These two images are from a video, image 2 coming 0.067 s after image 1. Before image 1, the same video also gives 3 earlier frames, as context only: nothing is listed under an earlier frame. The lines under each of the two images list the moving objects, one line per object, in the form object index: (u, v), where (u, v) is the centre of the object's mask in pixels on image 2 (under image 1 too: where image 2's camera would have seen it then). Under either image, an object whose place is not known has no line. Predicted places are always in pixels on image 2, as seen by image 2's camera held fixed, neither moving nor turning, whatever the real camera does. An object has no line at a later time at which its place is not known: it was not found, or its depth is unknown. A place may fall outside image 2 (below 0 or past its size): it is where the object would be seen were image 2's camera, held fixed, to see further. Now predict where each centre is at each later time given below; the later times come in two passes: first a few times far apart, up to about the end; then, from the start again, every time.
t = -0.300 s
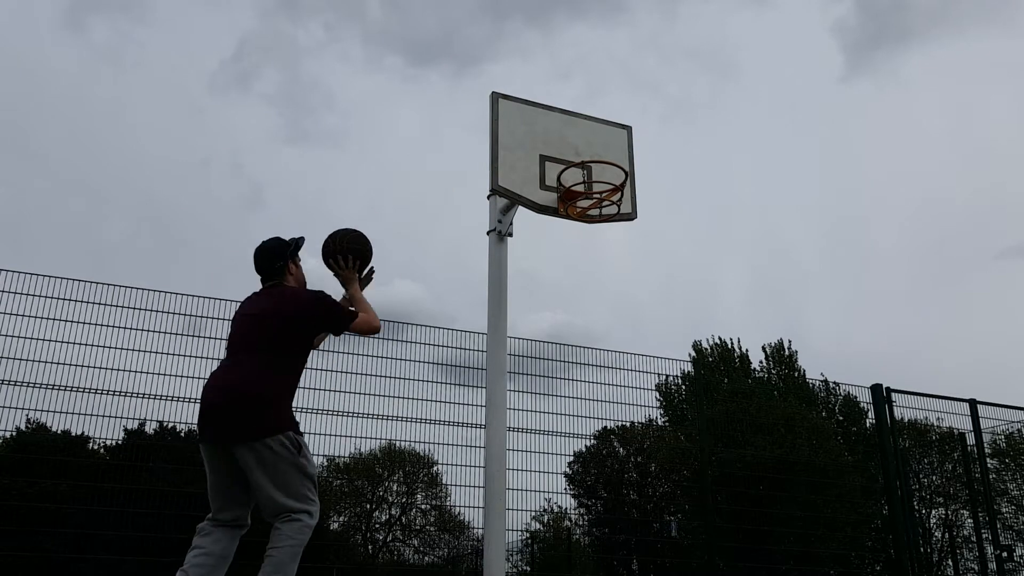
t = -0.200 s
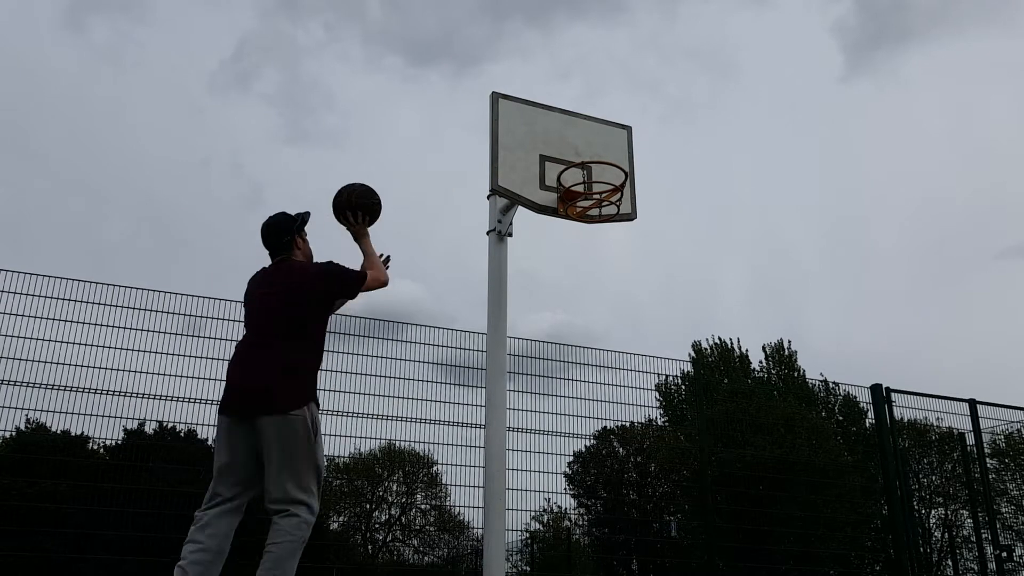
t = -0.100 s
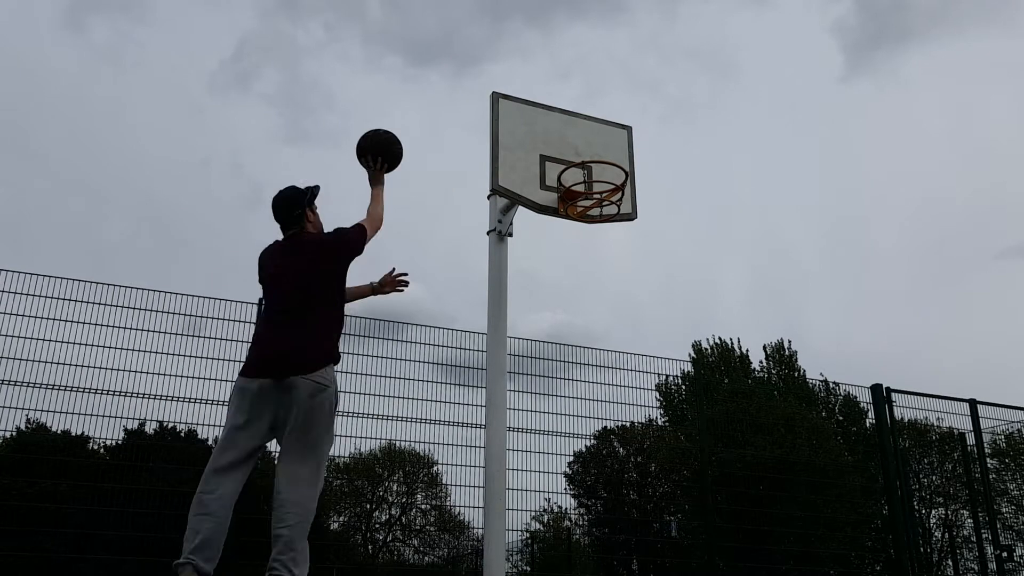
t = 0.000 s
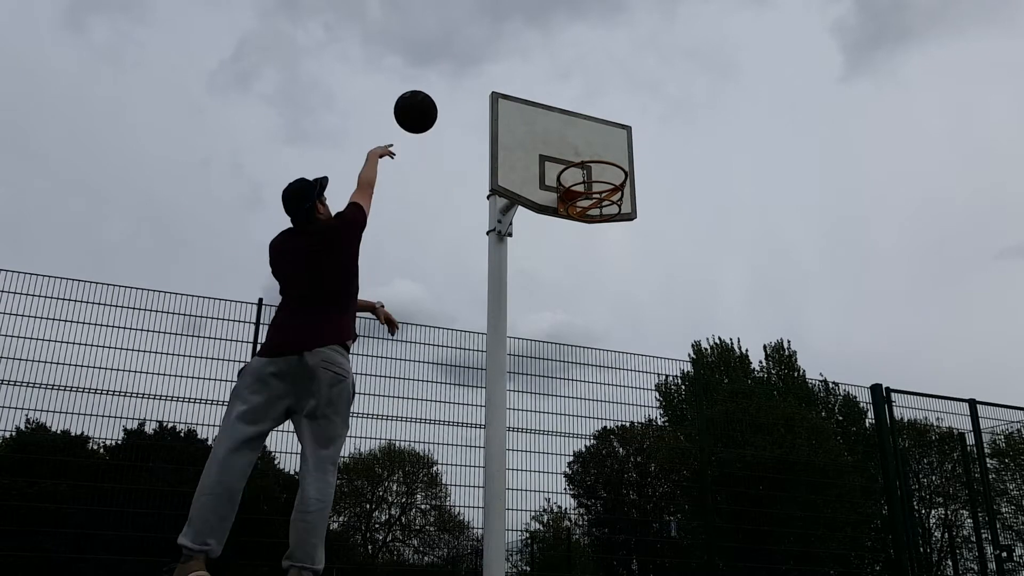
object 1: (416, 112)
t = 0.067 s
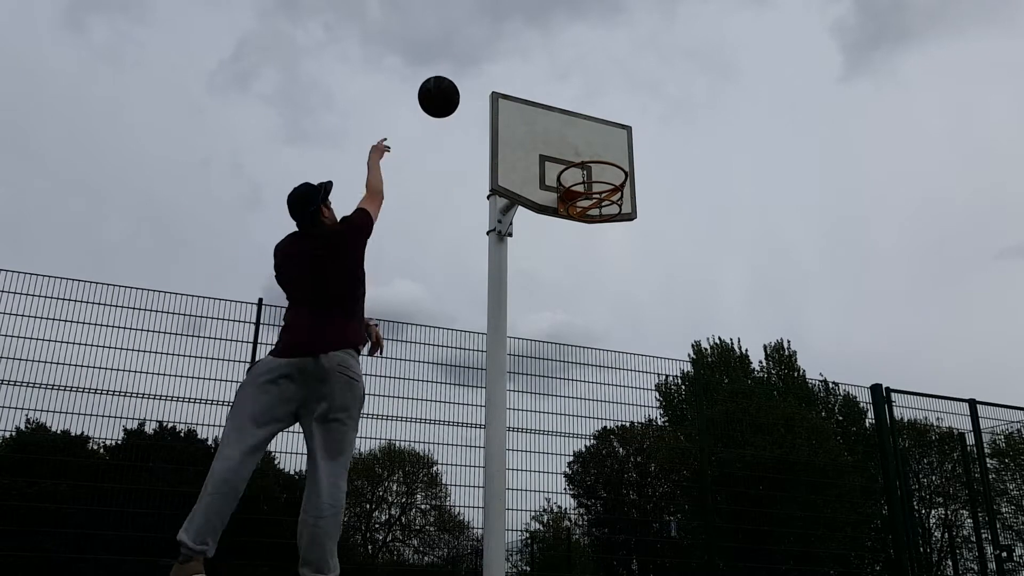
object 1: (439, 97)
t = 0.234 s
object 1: (489, 90)
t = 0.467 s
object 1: (548, 141)
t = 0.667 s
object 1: (512, 130)
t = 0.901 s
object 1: (436, 147)
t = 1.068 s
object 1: (370, 212)
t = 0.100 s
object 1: (449, 92)
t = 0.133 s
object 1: (460, 89)
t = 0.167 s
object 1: (470, 88)
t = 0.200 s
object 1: (480, 88)
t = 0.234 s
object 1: (489, 90)
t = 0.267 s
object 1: (498, 93)
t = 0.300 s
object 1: (507, 98)
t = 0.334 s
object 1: (516, 104)
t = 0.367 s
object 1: (524, 111)
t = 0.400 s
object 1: (532, 120)
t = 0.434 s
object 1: (540, 130)
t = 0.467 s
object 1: (548, 141)
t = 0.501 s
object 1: (556, 153)
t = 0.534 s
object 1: (551, 150)
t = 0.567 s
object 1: (542, 143)
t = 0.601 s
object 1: (532, 137)
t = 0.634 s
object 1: (522, 133)
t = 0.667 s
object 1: (512, 130)
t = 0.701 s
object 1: (502, 128)
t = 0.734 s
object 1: (492, 127)
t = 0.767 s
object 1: (481, 128)
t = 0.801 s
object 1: (470, 131)
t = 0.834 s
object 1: (459, 134)
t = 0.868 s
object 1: (448, 140)
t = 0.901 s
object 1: (436, 147)
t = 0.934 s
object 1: (424, 156)
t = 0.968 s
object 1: (411, 167)
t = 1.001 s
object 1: (398, 180)
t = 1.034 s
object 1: (384, 195)
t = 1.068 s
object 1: (370, 212)
